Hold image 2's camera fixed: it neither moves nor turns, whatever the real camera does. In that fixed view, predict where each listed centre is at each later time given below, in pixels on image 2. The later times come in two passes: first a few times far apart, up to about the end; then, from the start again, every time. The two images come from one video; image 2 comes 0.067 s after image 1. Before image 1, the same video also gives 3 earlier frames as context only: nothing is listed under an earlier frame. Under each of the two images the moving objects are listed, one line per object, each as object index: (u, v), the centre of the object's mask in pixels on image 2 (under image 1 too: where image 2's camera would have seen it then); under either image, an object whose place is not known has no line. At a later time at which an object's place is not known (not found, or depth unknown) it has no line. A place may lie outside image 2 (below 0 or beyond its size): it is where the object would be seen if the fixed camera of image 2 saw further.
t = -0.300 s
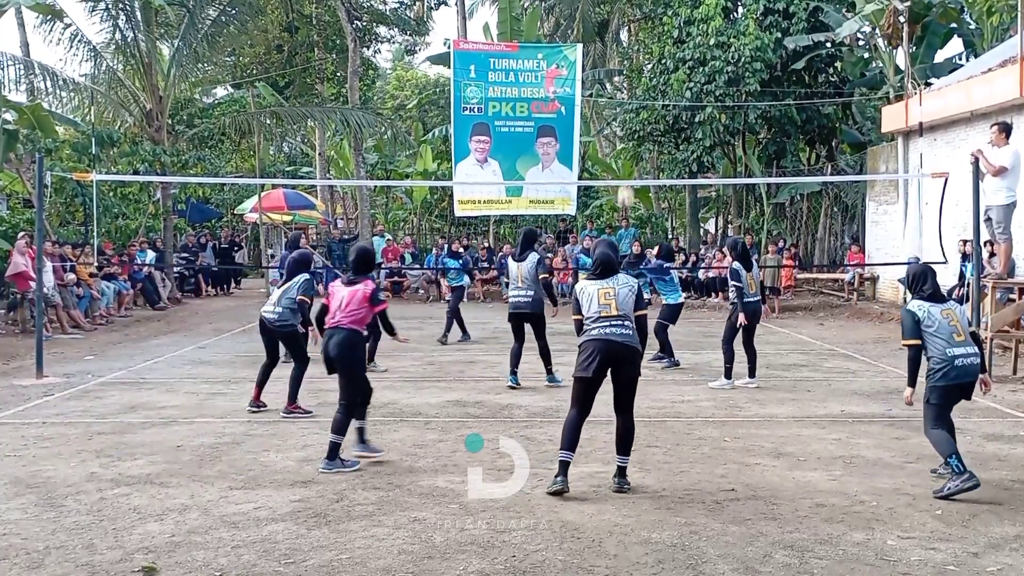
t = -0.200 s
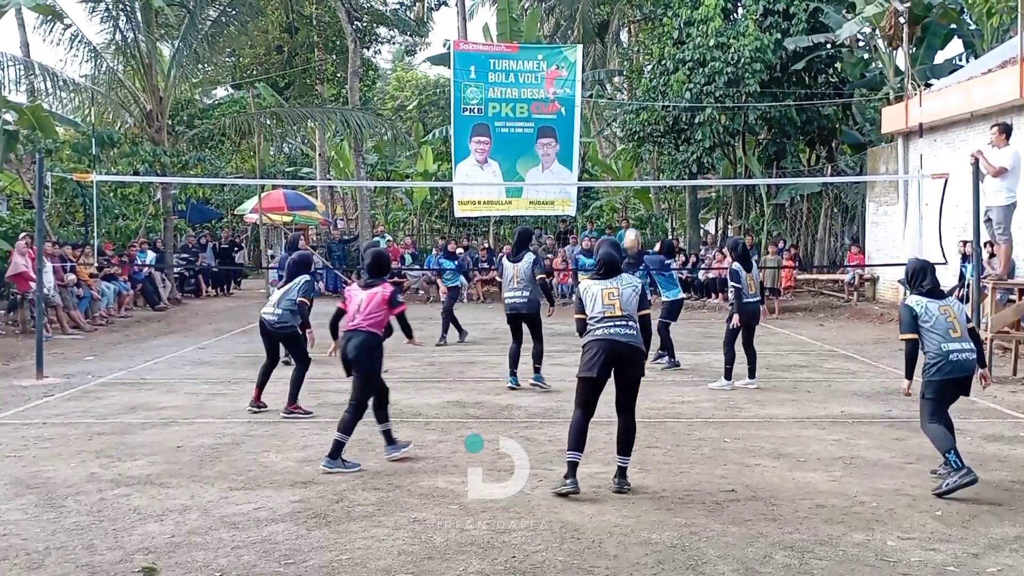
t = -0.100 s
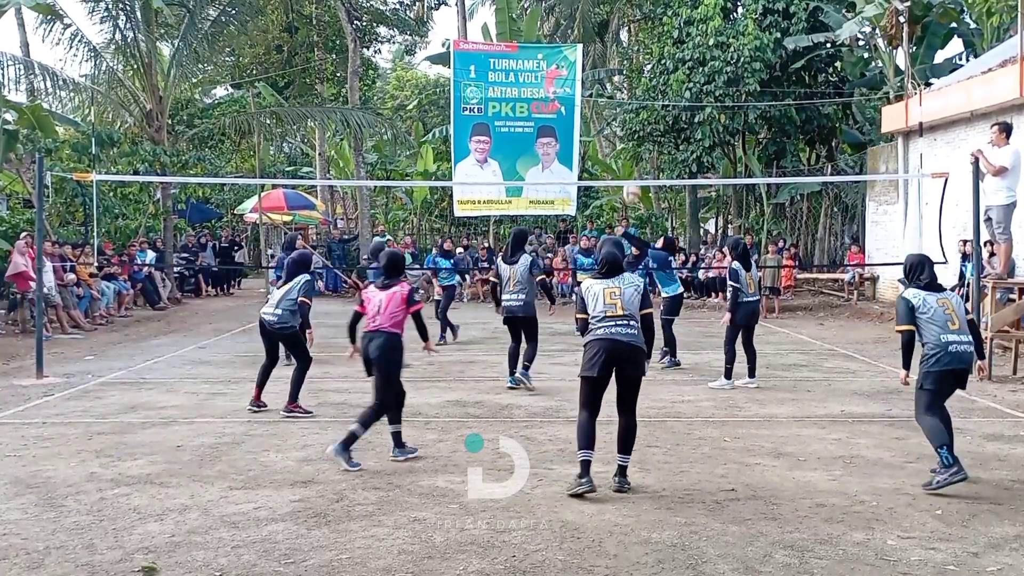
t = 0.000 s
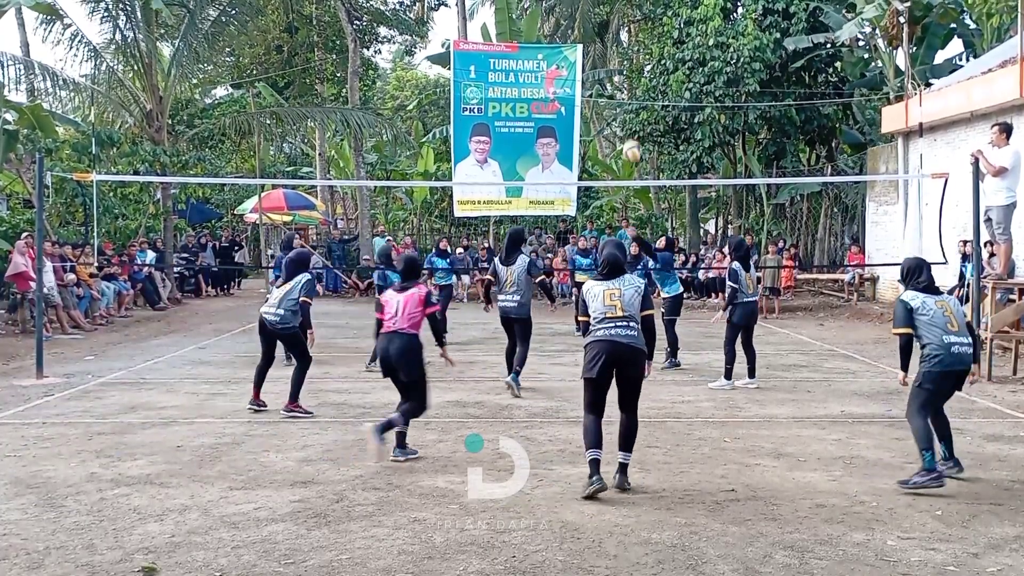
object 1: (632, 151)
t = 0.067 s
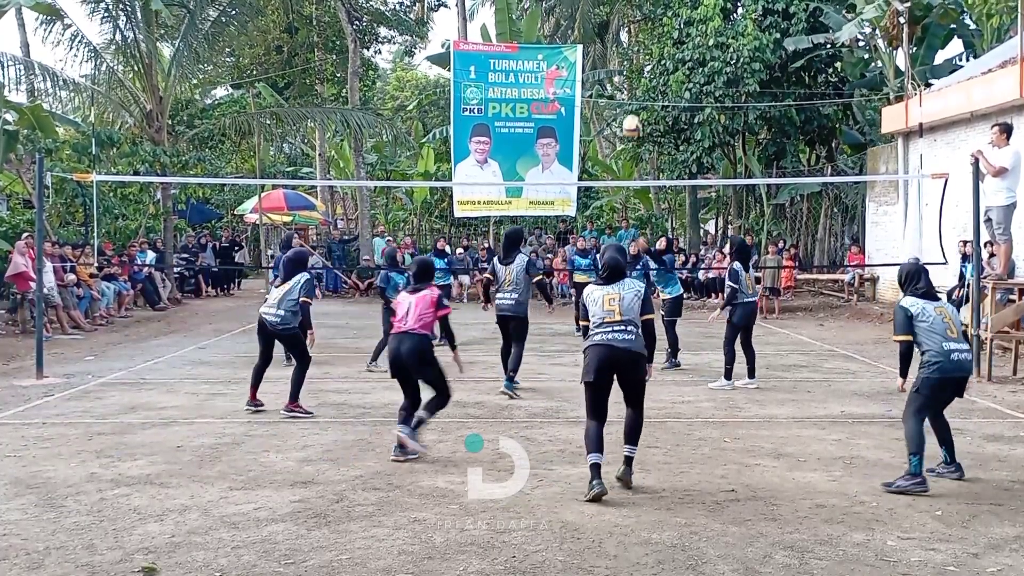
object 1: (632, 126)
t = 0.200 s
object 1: (631, 88)
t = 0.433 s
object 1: (631, 56)
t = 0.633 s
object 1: (629, 74)
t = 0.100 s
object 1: (631, 115)
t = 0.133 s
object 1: (631, 106)
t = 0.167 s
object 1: (632, 97)
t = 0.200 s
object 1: (631, 88)
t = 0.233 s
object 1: (631, 82)
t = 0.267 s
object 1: (631, 74)
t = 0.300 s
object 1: (631, 67)
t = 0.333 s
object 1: (632, 64)
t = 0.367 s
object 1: (631, 60)
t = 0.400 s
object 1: (632, 58)
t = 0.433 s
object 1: (631, 56)
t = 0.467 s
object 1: (631, 57)
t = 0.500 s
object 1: (631, 57)
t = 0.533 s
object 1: (631, 59)
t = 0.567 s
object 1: (630, 63)
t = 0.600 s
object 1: (630, 68)
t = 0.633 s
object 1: (629, 74)
